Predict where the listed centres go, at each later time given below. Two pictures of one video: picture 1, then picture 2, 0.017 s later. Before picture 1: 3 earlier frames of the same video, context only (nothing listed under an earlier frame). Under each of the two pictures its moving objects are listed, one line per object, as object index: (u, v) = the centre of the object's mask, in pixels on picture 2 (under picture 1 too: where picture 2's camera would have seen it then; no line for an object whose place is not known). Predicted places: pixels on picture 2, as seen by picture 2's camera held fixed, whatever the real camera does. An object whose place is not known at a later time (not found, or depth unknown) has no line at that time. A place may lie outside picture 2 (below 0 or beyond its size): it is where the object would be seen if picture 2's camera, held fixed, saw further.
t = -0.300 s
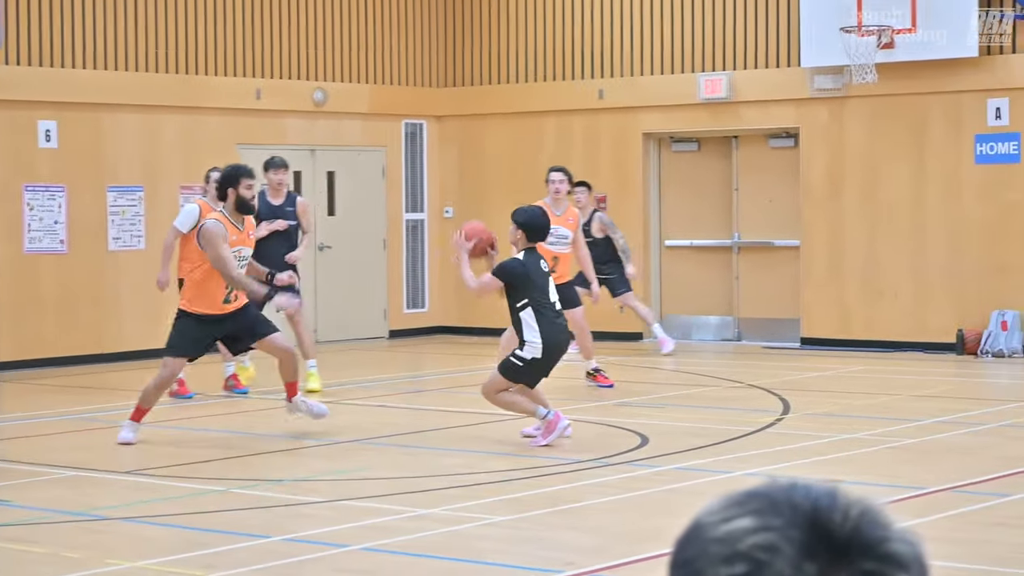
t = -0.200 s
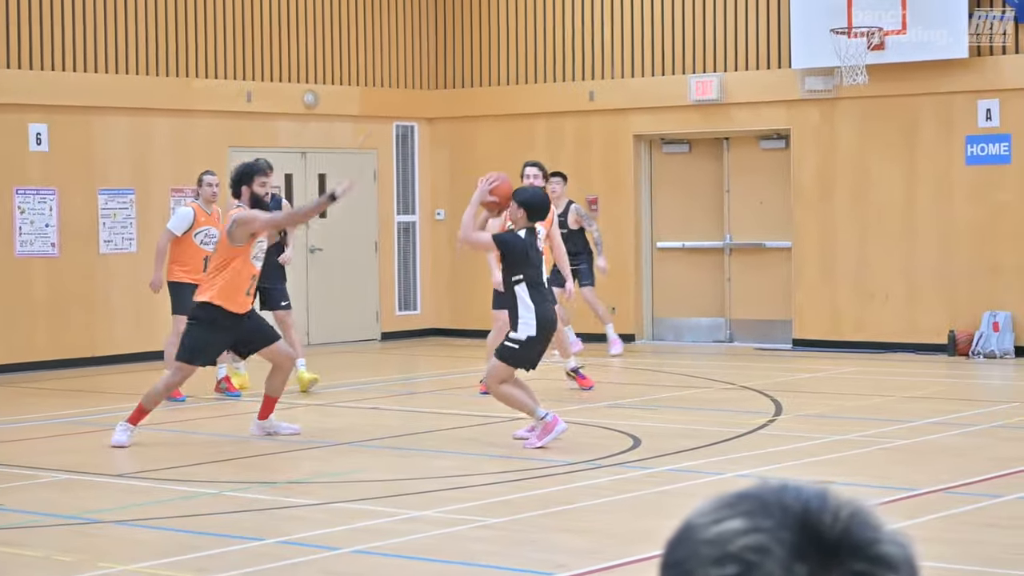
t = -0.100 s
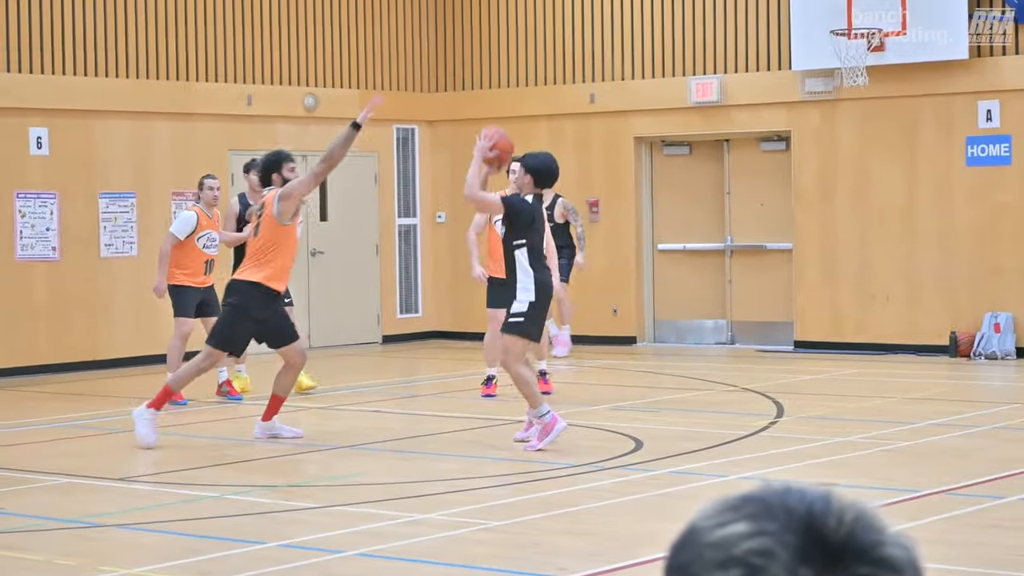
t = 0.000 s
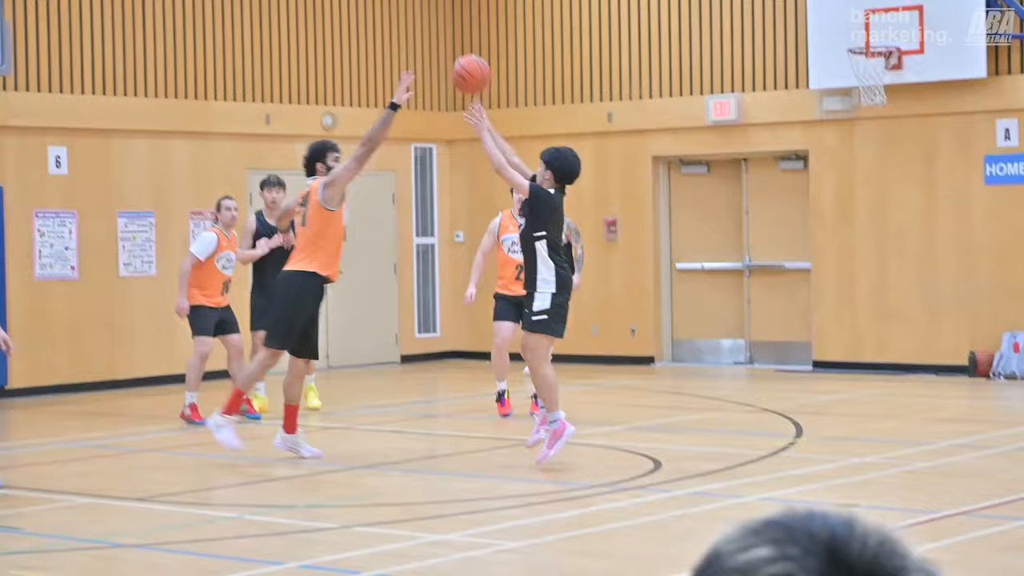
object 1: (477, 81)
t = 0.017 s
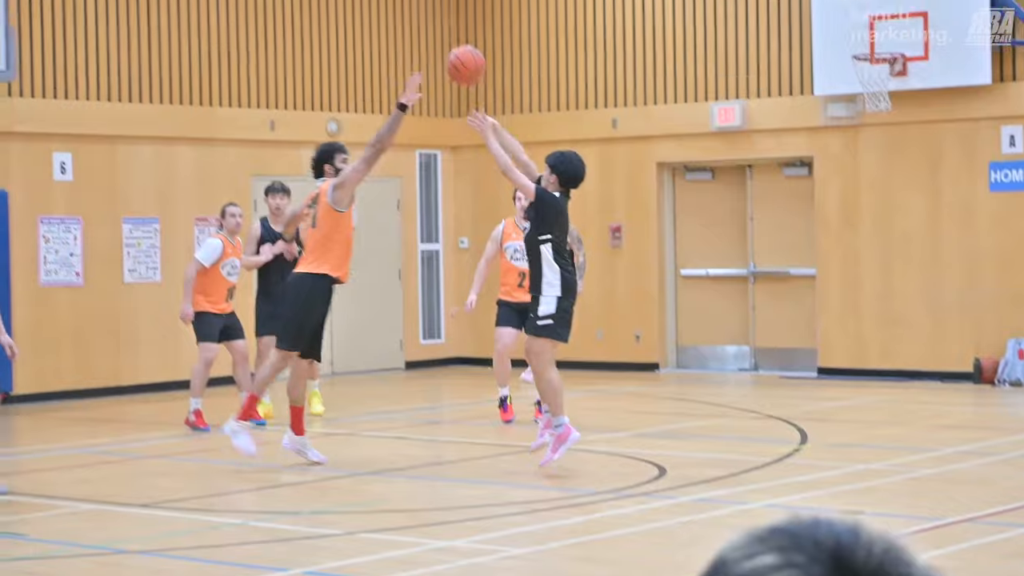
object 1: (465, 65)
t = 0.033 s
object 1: (454, 48)
